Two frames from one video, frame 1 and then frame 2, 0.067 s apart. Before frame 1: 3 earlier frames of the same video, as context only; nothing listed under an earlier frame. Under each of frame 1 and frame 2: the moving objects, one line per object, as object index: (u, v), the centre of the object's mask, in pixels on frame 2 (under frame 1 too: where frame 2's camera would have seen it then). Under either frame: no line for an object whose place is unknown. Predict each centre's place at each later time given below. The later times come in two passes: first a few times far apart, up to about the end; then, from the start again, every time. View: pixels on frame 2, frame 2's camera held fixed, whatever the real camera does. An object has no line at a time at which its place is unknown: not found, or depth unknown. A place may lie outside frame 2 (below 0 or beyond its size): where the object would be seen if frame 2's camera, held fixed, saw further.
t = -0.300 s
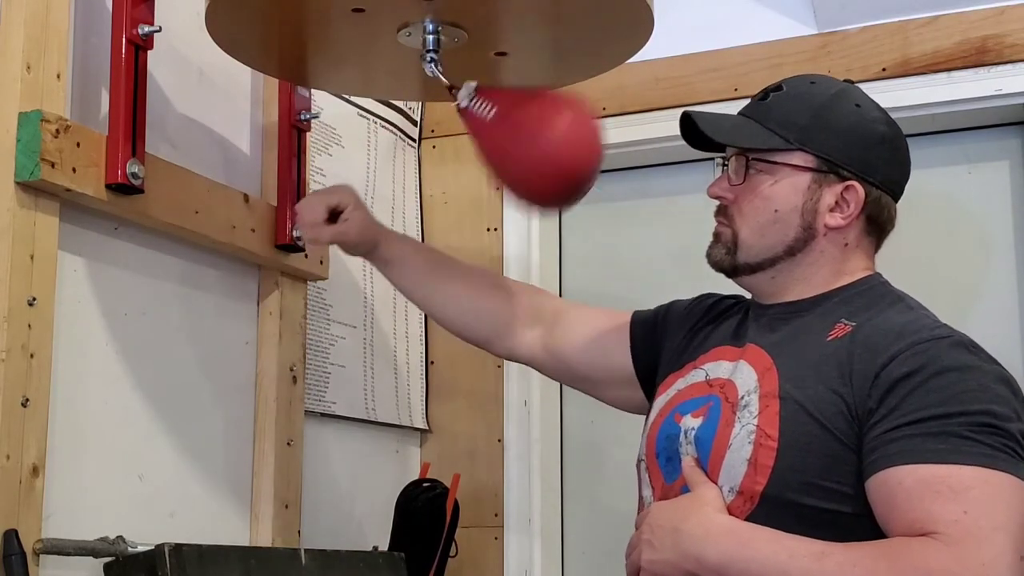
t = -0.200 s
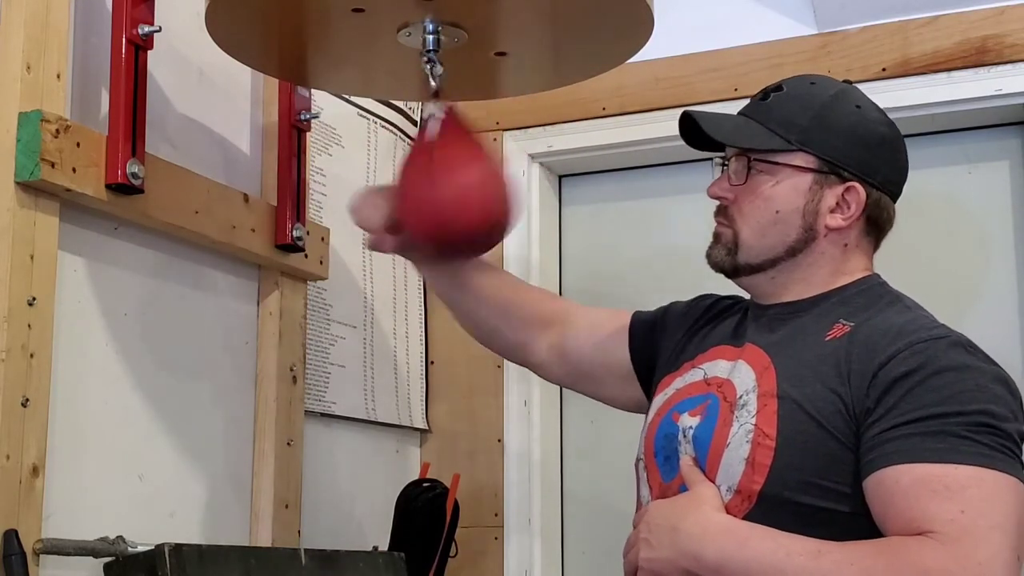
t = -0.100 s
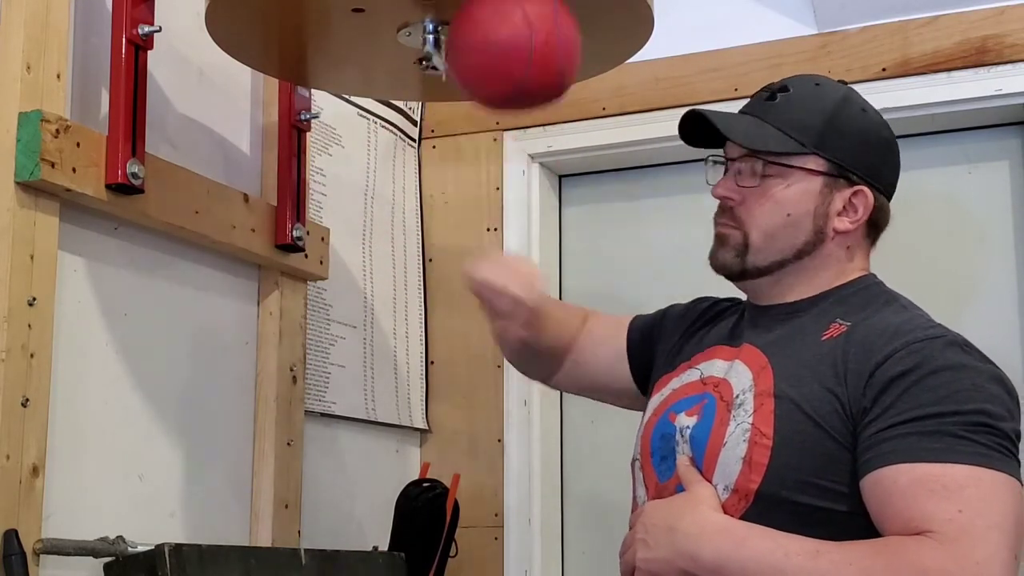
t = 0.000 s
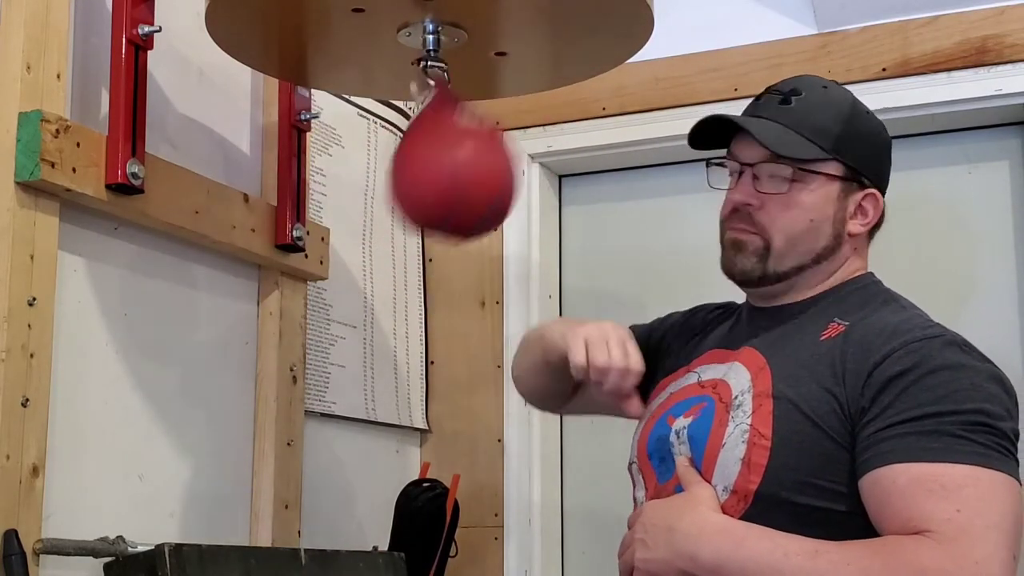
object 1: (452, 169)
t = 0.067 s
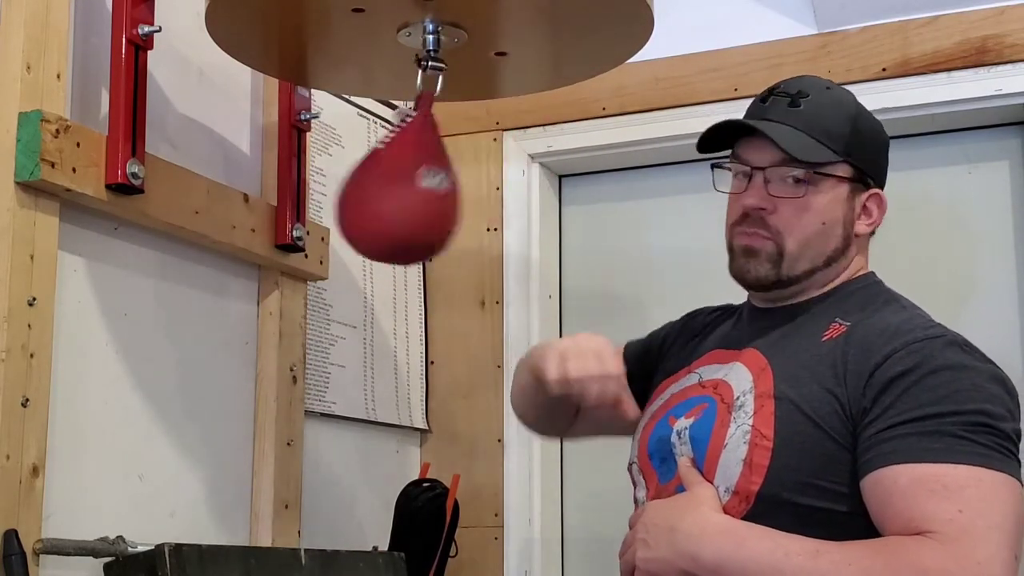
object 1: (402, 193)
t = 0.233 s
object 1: (374, 150)
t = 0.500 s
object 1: (510, 79)
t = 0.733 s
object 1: (449, 187)
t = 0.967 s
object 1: (361, 127)
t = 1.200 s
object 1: (410, 194)
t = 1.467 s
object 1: (526, 69)
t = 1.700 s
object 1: (472, 170)
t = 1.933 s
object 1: (356, 150)
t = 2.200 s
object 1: (384, 184)
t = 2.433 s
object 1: (517, 118)
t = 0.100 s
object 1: (385, 181)
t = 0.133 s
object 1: (374, 161)
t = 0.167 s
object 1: (369, 136)
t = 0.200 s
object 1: (368, 129)
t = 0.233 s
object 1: (374, 150)
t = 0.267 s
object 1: (382, 171)
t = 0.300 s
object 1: (394, 186)
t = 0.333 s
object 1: (412, 194)
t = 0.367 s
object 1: (434, 191)
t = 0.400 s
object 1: (457, 175)
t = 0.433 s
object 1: (480, 150)
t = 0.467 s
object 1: (500, 114)
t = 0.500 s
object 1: (510, 79)
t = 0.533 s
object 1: (515, 56)
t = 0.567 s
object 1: (515, 57)
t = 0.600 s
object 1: (511, 78)
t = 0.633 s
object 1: (505, 110)
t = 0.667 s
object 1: (489, 139)
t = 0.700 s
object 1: (470, 165)
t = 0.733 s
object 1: (449, 187)
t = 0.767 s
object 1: (428, 195)
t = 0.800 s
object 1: (408, 193)
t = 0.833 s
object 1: (391, 183)
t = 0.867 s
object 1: (379, 169)
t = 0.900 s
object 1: (370, 153)
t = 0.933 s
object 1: (365, 139)
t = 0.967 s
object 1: (361, 127)
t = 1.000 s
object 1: (360, 124)
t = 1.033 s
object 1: (362, 132)
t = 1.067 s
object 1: (365, 145)
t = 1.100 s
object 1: (370, 160)
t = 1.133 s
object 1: (379, 175)
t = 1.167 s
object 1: (392, 186)
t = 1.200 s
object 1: (410, 194)
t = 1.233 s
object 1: (430, 193)
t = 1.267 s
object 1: (452, 182)
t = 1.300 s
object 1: (474, 163)
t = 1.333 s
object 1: (494, 140)
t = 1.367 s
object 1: (508, 115)
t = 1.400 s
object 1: (517, 93)
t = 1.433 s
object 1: (522, 77)
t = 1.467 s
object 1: (526, 69)
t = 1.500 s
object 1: (523, 67)
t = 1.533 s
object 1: (522, 72)
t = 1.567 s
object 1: (523, 84)
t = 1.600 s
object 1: (519, 103)
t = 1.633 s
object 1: (510, 127)
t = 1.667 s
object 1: (493, 149)
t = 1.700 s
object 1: (472, 170)
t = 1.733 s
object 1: (450, 188)
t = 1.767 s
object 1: (427, 194)
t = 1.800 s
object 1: (406, 193)
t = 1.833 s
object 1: (387, 186)
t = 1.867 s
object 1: (373, 174)
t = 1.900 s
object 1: (362, 161)
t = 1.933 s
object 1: (356, 150)
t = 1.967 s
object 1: (351, 141)
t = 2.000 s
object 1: (350, 136)
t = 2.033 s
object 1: (350, 136)
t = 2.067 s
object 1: (351, 140)
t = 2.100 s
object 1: (355, 149)
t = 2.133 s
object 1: (361, 161)
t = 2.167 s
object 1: (370, 173)
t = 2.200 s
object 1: (384, 184)
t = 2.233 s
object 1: (402, 192)
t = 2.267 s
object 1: (424, 194)
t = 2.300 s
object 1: (447, 189)
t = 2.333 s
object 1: (469, 175)
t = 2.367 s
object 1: (490, 158)
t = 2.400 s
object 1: (507, 137)
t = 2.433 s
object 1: (517, 118)
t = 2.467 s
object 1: (524, 103)
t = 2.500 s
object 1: (526, 94)
